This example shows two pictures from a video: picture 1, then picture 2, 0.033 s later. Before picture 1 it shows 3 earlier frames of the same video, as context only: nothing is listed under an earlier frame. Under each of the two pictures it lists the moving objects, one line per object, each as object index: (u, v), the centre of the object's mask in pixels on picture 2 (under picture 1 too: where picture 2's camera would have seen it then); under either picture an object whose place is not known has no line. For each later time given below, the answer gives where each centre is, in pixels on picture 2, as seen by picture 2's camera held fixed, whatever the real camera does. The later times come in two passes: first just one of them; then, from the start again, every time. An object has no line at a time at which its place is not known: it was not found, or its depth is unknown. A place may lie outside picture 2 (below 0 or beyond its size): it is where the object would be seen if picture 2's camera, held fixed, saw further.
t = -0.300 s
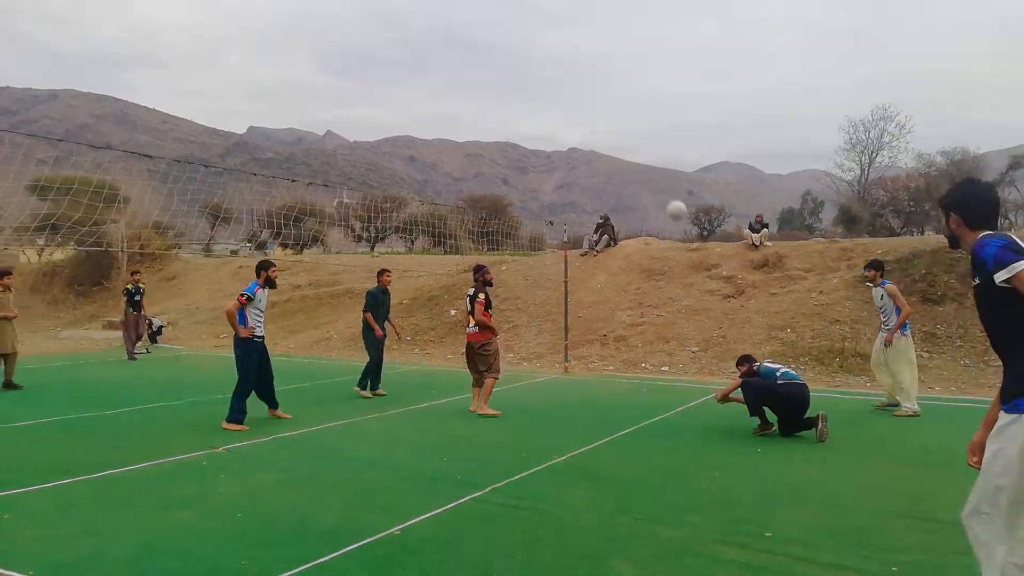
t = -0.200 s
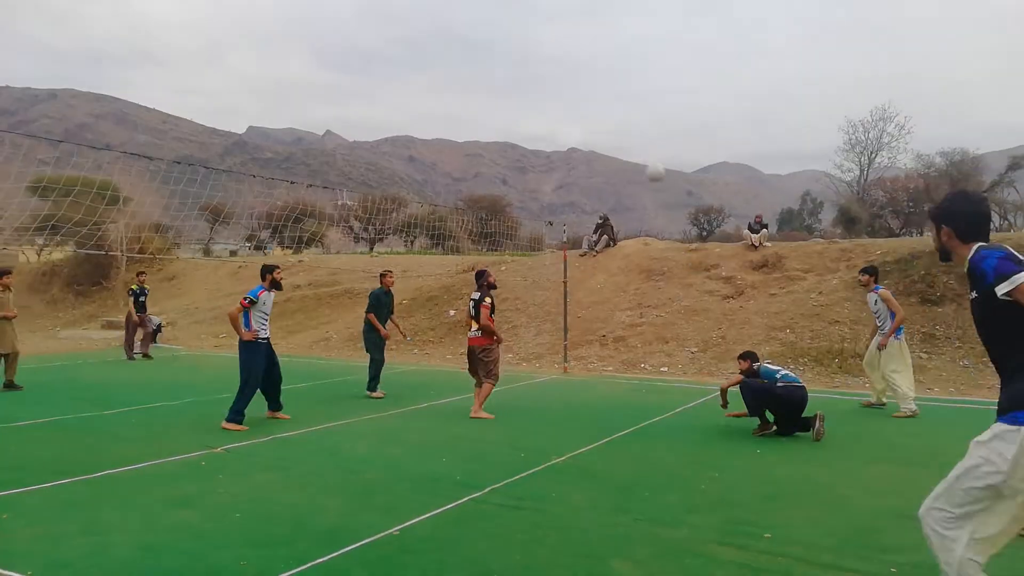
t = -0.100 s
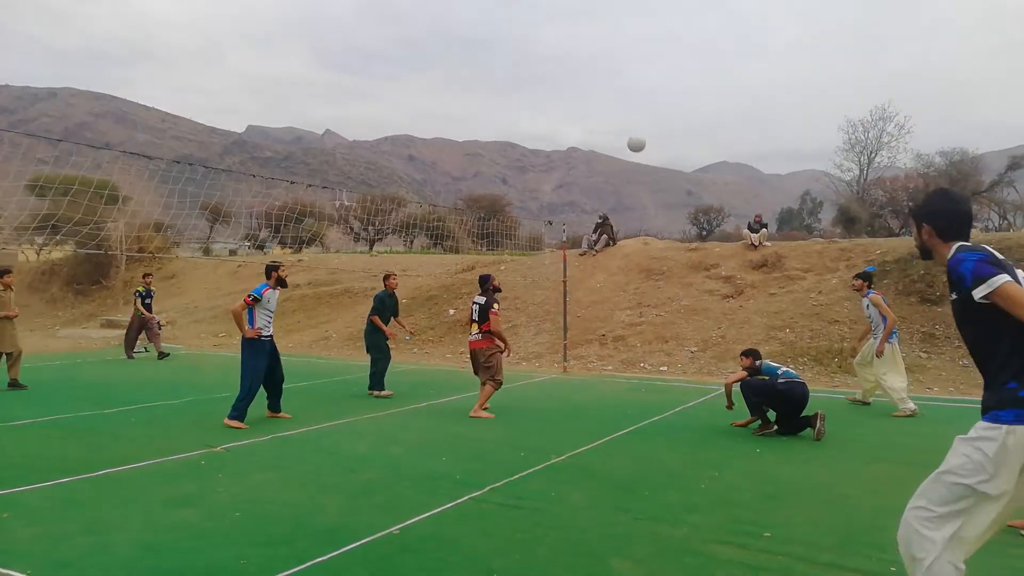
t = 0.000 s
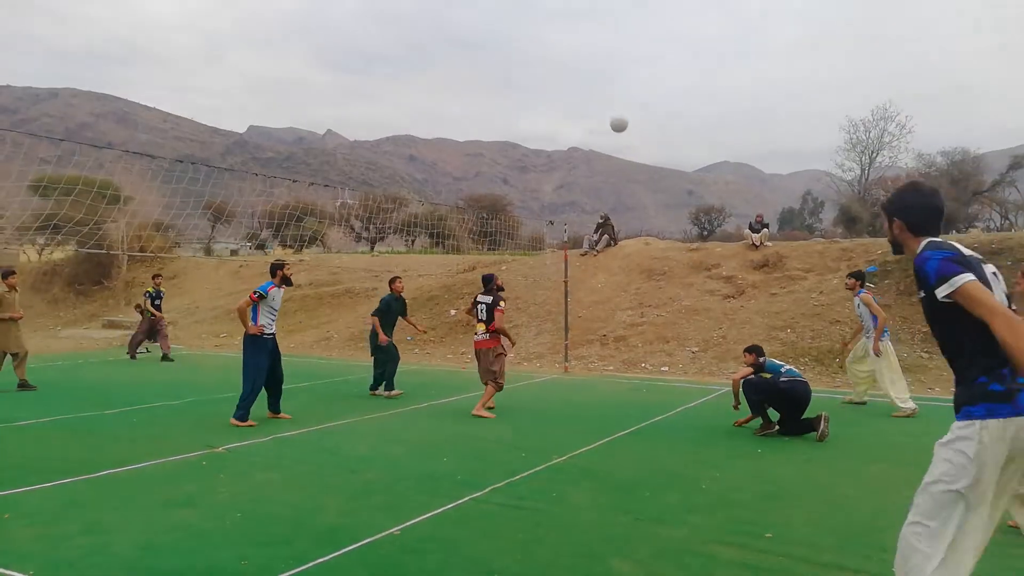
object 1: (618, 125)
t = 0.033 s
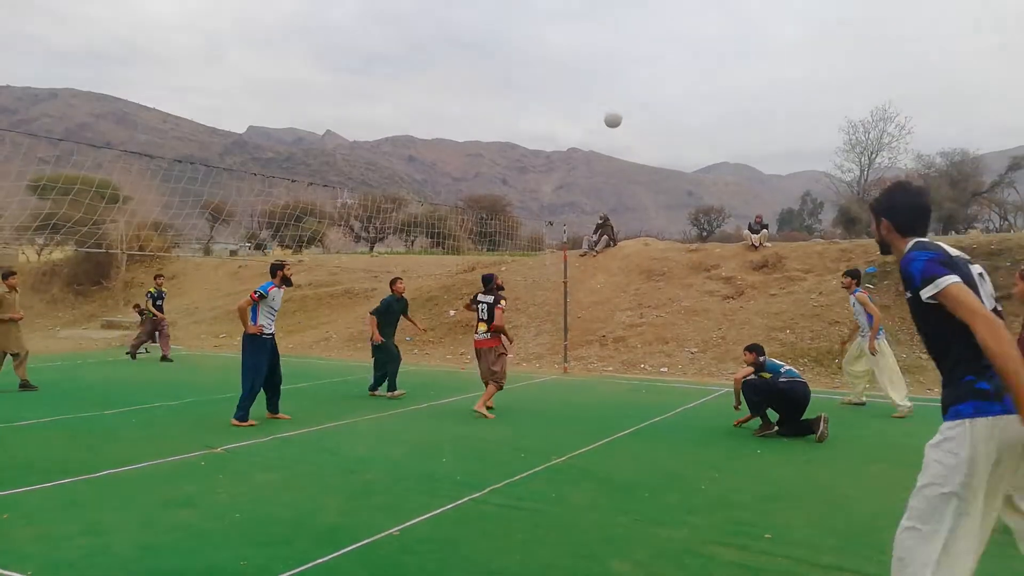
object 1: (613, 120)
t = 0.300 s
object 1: (569, 116)
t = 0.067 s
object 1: (607, 117)
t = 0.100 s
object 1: (601, 114)
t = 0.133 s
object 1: (595, 112)
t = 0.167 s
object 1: (590, 111)
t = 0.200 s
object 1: (584, 110)
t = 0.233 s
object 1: (580, 111)
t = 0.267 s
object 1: (574, 114)
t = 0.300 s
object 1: (569, 116)
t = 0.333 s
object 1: (563, 119)
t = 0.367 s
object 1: (558, 123)
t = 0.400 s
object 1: (553, 128)
